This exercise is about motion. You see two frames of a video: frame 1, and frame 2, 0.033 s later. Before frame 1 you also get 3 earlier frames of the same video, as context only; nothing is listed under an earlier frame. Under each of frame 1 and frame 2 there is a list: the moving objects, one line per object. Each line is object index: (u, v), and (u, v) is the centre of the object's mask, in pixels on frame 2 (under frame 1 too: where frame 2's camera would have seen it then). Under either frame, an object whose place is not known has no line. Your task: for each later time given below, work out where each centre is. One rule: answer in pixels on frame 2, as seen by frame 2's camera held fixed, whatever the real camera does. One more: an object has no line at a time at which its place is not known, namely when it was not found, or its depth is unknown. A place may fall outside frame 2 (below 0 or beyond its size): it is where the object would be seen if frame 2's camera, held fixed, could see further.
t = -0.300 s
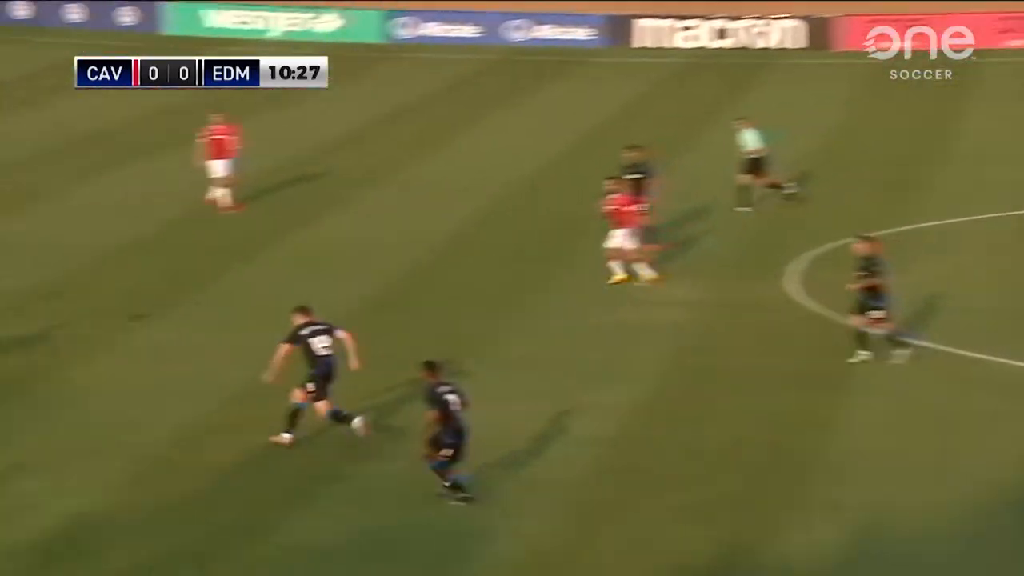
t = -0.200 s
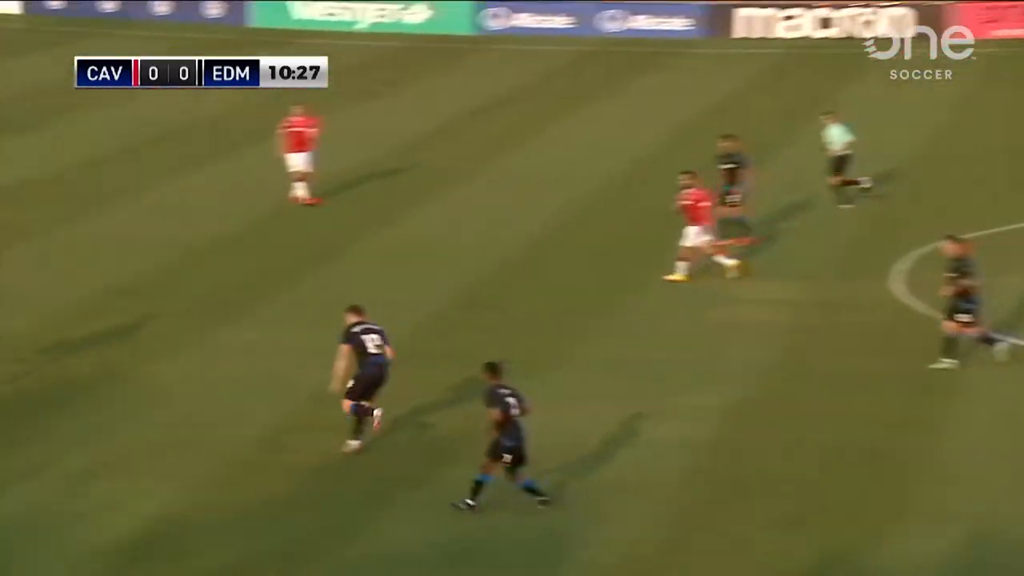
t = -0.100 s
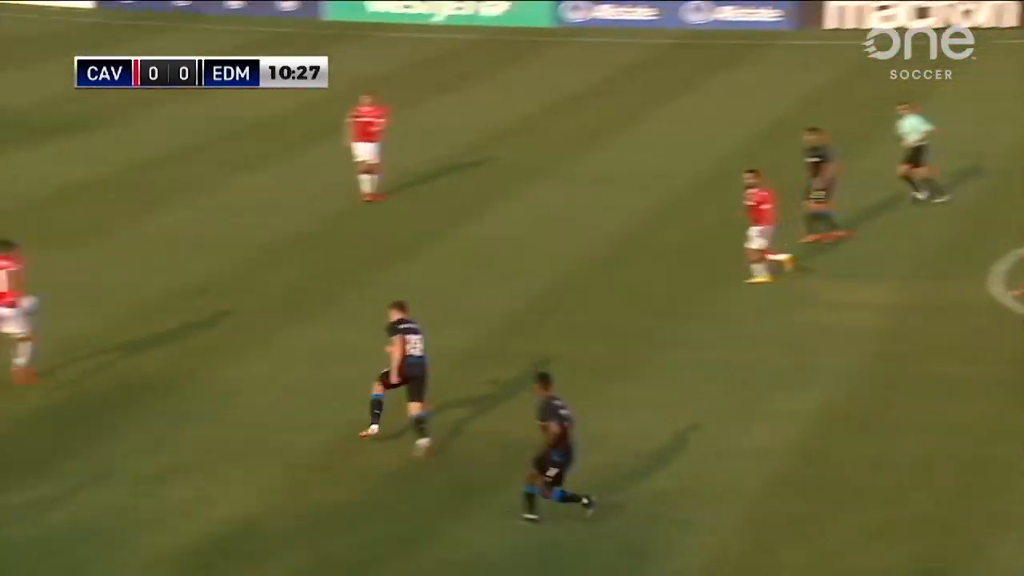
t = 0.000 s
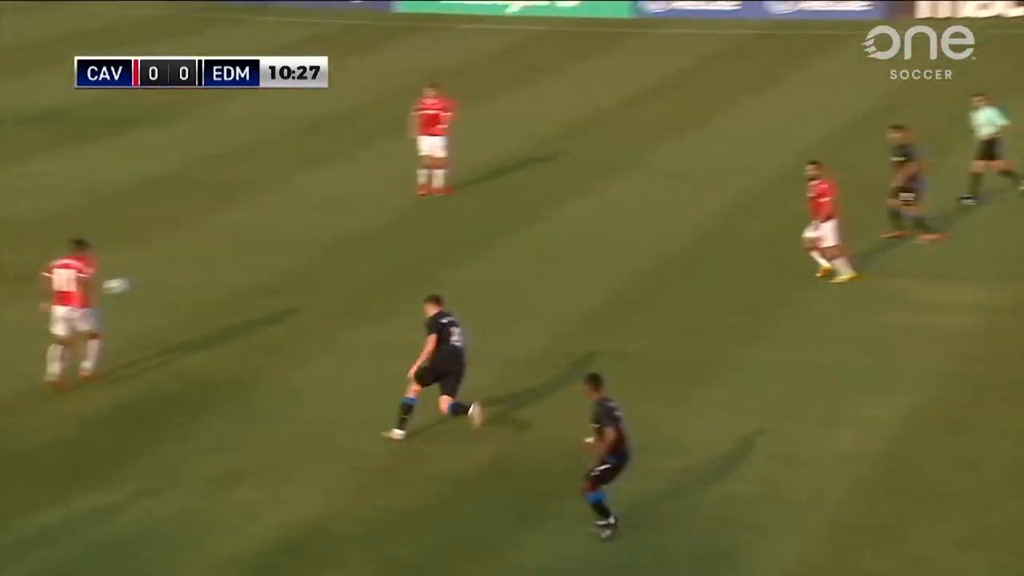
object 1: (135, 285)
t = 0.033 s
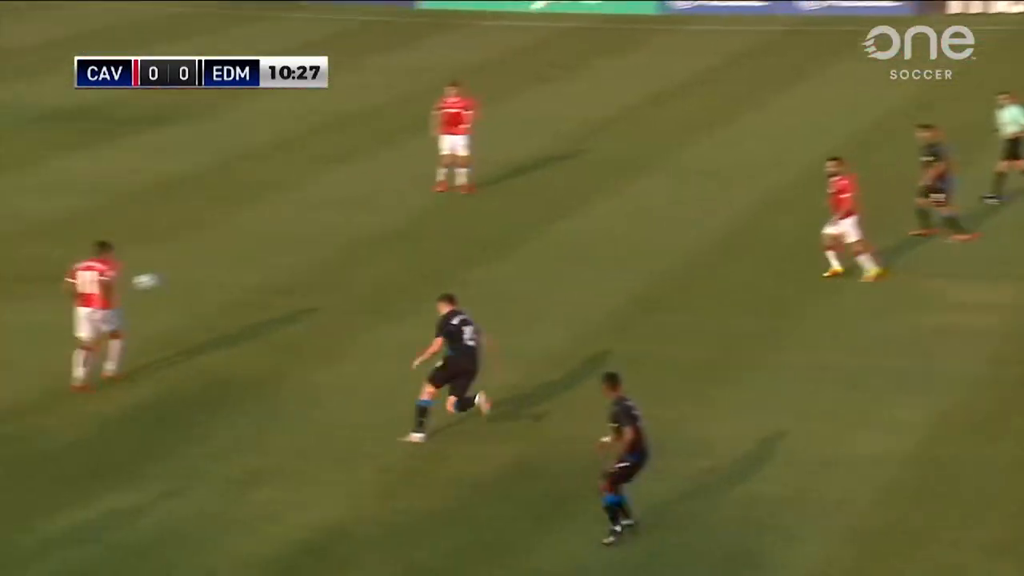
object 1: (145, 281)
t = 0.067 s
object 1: (154, 280)
